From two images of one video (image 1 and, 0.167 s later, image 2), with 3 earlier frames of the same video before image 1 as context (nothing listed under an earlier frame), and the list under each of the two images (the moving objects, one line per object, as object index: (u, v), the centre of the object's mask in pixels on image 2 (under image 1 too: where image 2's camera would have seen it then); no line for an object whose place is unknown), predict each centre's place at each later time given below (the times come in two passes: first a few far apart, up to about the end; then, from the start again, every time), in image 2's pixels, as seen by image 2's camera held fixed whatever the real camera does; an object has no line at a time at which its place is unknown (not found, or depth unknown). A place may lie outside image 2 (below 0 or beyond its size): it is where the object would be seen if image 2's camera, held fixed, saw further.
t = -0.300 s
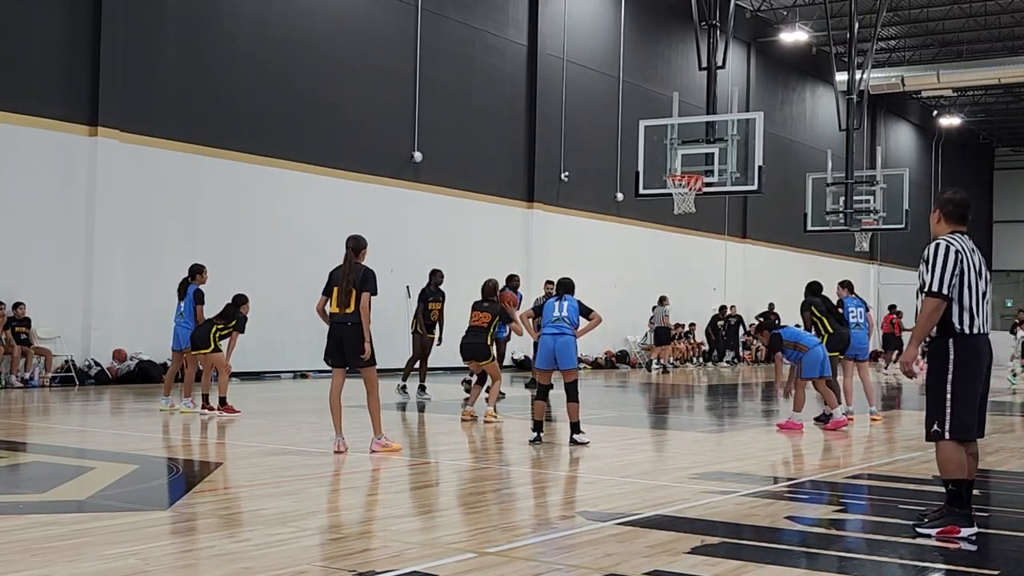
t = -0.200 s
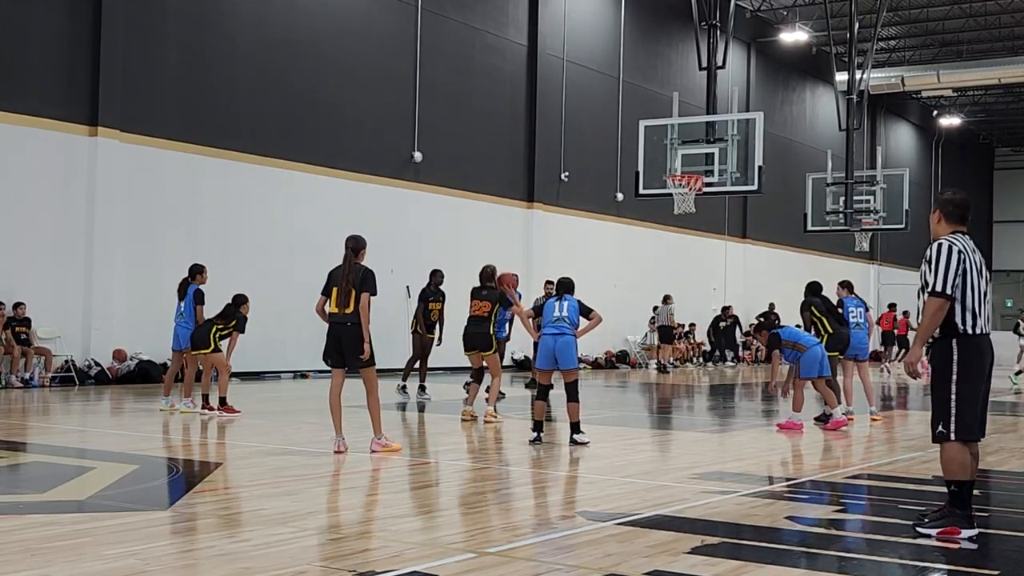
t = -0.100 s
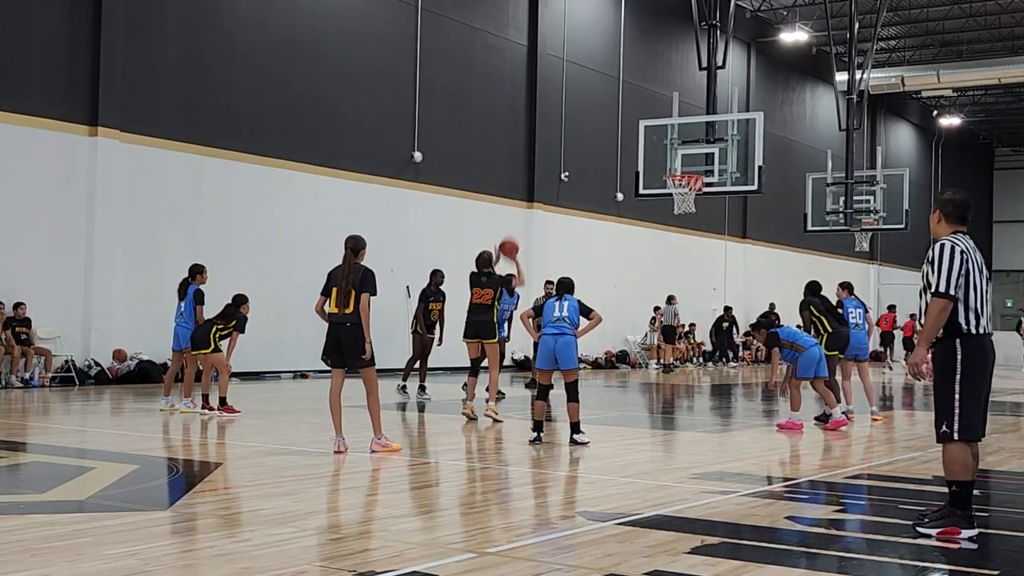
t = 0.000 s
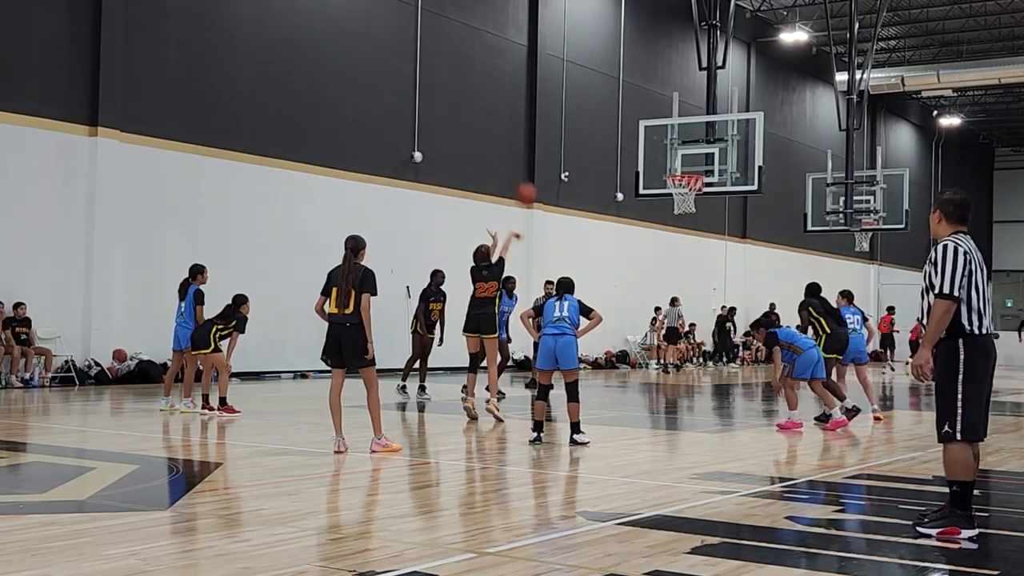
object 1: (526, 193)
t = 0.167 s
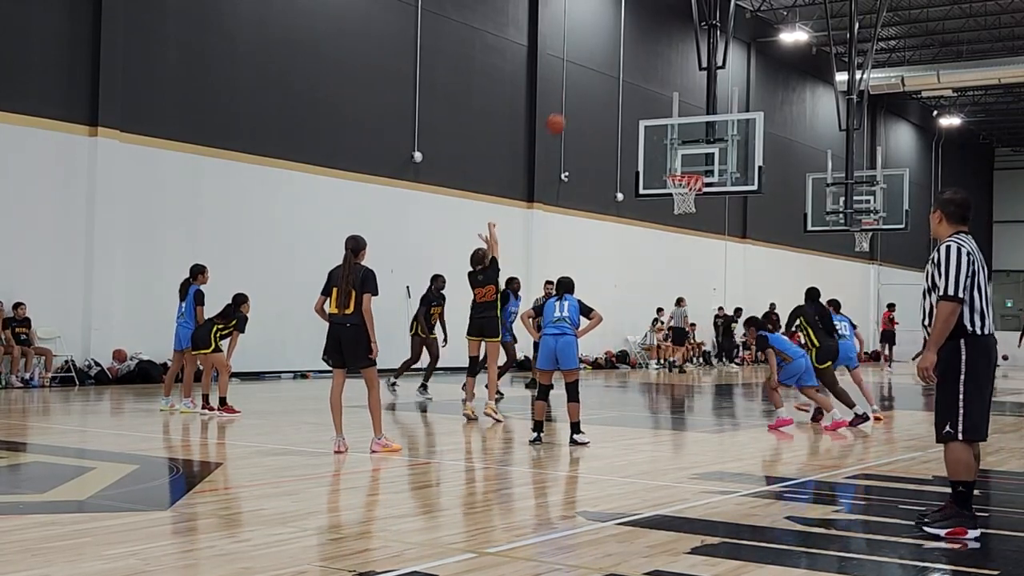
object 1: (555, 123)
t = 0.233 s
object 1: (566, 104)
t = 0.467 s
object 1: (602, 66)
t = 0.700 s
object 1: (632, 73)
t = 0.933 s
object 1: (660, 119)
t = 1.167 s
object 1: (675, 155)
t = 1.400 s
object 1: (673, 142)
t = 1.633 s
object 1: (668, 170)
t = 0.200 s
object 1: (561, 114)
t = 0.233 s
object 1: (566, 104)
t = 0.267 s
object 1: (572, 95)
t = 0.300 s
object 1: (577, 88)
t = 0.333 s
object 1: (582, 82)
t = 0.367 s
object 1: (588, 76)
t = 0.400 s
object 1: (592, 72)
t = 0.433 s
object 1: (597, 68)
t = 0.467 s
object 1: (602, 66)
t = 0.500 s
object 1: (606, 64)
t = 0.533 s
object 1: (611, 64)
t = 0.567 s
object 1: (616, 64)
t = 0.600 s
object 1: (620, 65)
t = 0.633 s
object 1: (624, 66)
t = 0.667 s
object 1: (629, 70)
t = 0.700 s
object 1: (632, 73)
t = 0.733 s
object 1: (637, 77)
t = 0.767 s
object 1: (641, 82)
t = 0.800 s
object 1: (645, 88)
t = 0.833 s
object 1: (649, 95)
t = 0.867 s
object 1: (653, 102)
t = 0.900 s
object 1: (657, 110)
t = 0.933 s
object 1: (660, 119)
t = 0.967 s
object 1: (664, 130)
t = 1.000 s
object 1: (667, 139)
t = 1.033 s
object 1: (670, 150)
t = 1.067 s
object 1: (674, 162)
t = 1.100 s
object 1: (676, 166)
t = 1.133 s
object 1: (675, 161)
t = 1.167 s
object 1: (675, 155)
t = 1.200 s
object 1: (674, 151)
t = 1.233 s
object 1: (674, 148)
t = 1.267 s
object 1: (674, 145)
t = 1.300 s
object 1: (674, 143)
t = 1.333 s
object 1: (673, 142)
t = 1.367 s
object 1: (673, 142)
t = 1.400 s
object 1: (673, 142)
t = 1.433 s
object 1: (672, 144)
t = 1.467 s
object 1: (671, 146)
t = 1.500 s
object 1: (671, 149)
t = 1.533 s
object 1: (670, 153)
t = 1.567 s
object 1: (670, 157)
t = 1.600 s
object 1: (669, 162)
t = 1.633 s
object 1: (668, 170)
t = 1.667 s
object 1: (667, 176)
